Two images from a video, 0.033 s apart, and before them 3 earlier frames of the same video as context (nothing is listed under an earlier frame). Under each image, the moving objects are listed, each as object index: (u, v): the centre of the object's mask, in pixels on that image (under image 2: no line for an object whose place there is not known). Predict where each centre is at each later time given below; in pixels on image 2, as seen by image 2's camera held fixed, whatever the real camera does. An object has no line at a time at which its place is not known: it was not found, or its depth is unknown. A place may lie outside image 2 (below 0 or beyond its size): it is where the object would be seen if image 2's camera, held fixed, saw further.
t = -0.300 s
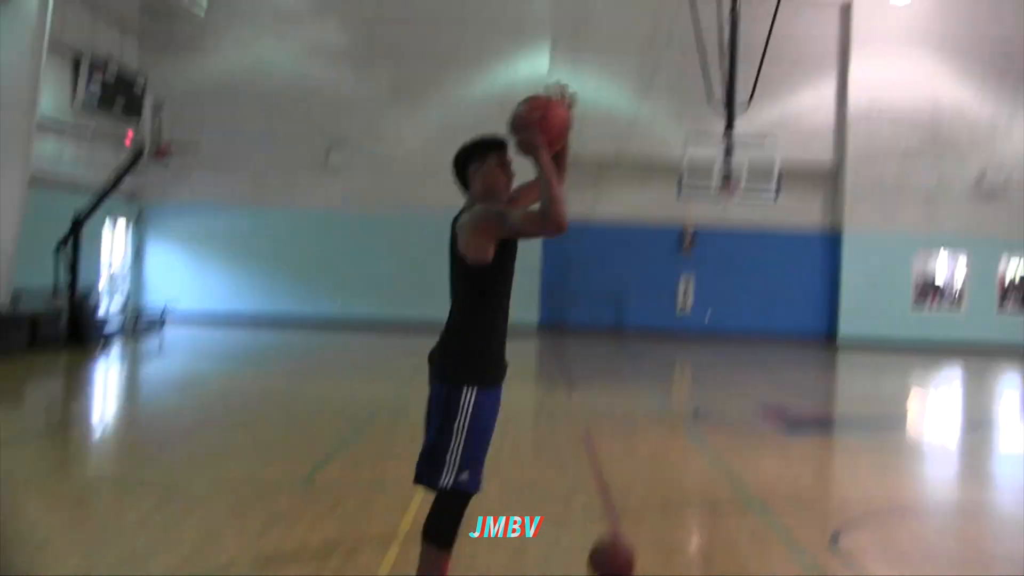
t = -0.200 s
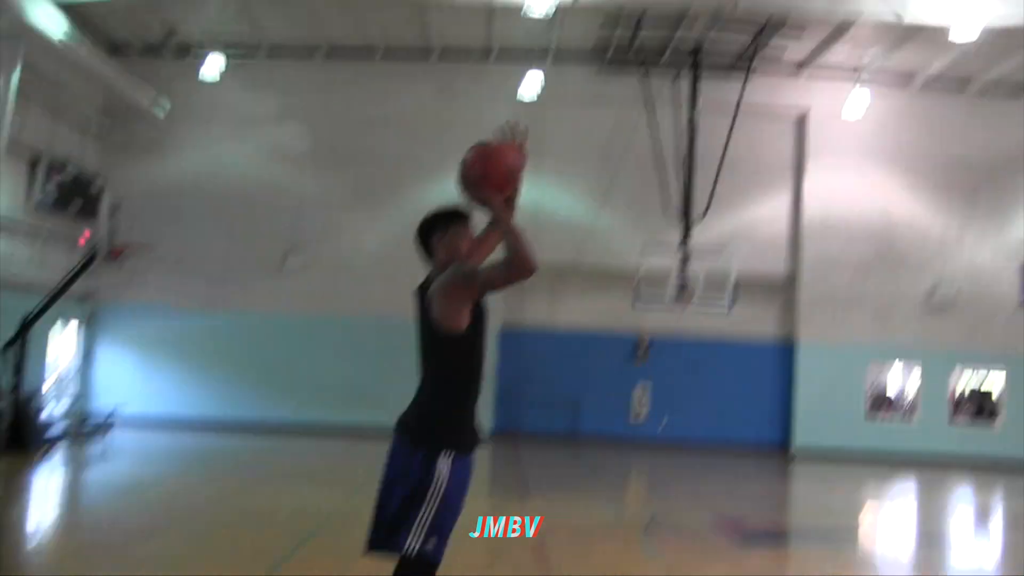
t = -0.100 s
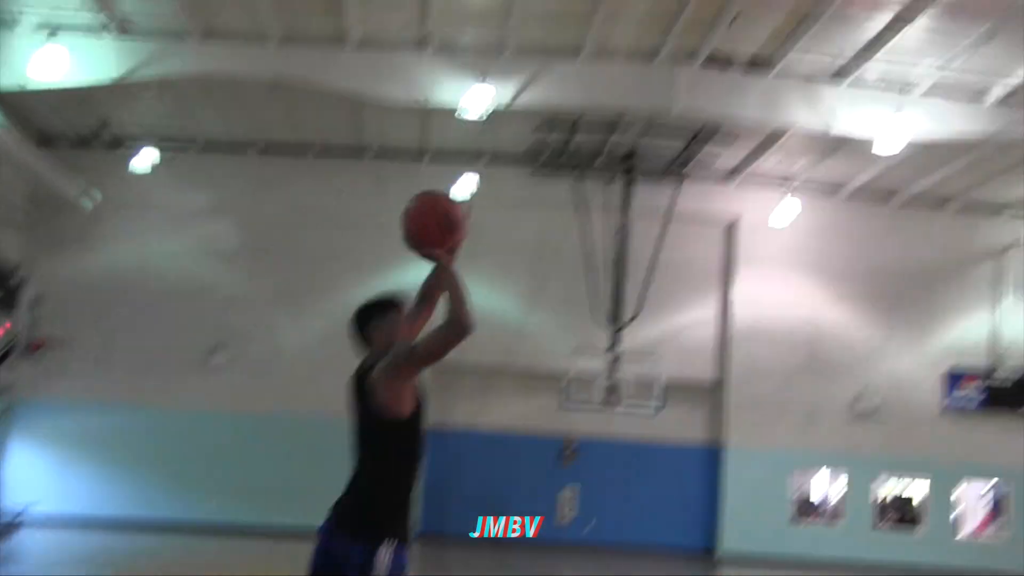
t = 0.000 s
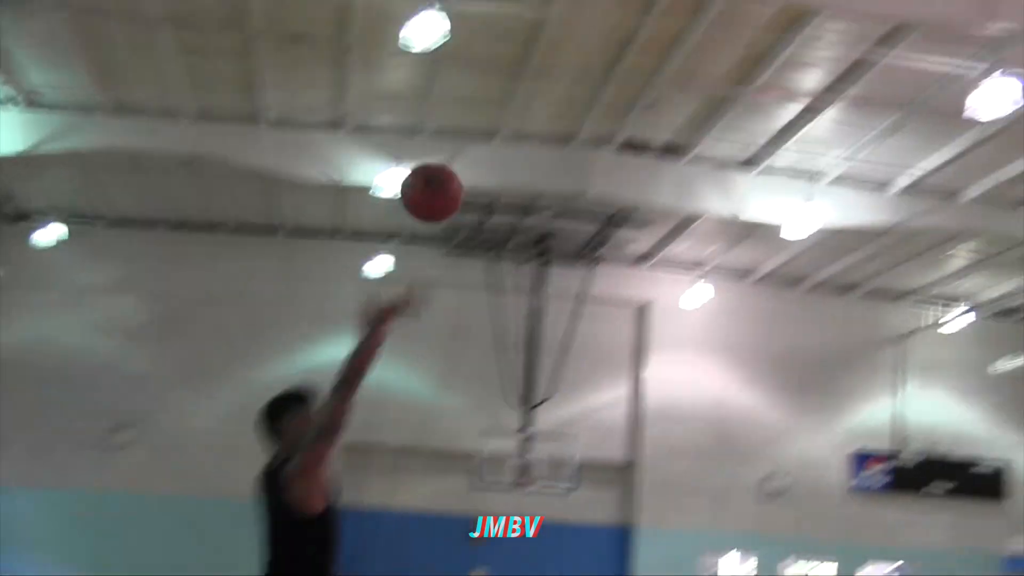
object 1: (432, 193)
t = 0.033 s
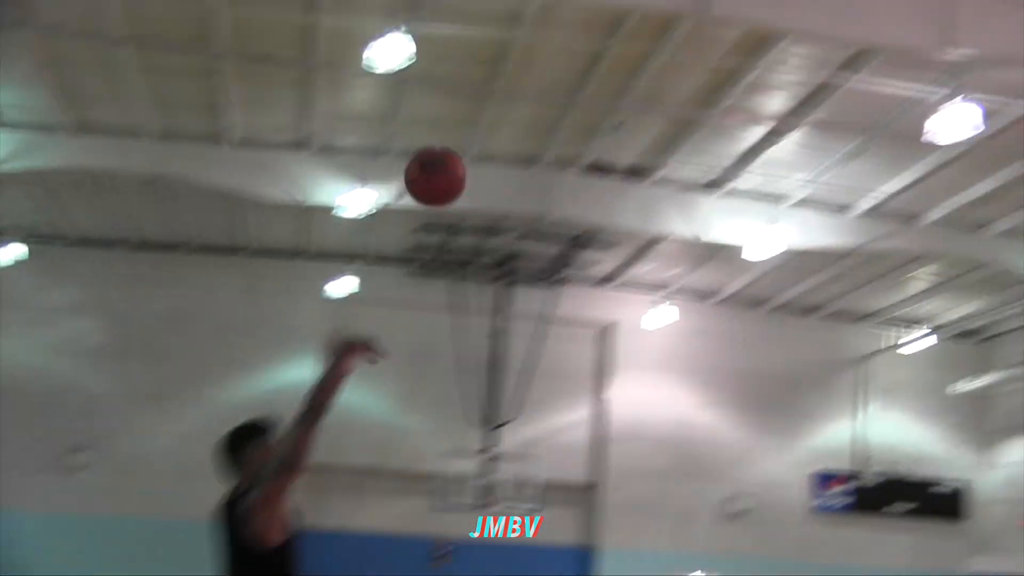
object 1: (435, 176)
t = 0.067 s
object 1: (477, 143)
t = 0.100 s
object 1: (519, 111)
